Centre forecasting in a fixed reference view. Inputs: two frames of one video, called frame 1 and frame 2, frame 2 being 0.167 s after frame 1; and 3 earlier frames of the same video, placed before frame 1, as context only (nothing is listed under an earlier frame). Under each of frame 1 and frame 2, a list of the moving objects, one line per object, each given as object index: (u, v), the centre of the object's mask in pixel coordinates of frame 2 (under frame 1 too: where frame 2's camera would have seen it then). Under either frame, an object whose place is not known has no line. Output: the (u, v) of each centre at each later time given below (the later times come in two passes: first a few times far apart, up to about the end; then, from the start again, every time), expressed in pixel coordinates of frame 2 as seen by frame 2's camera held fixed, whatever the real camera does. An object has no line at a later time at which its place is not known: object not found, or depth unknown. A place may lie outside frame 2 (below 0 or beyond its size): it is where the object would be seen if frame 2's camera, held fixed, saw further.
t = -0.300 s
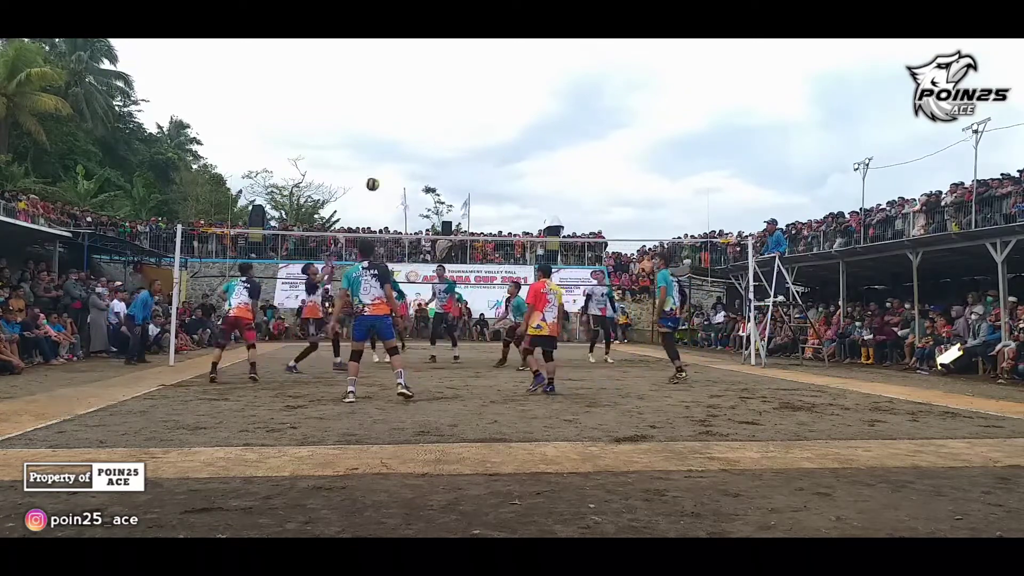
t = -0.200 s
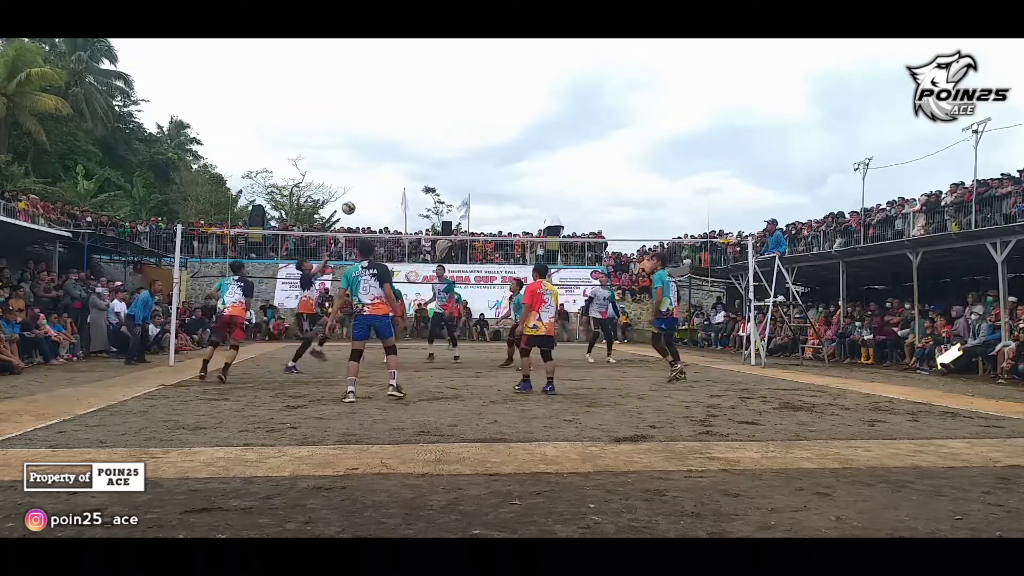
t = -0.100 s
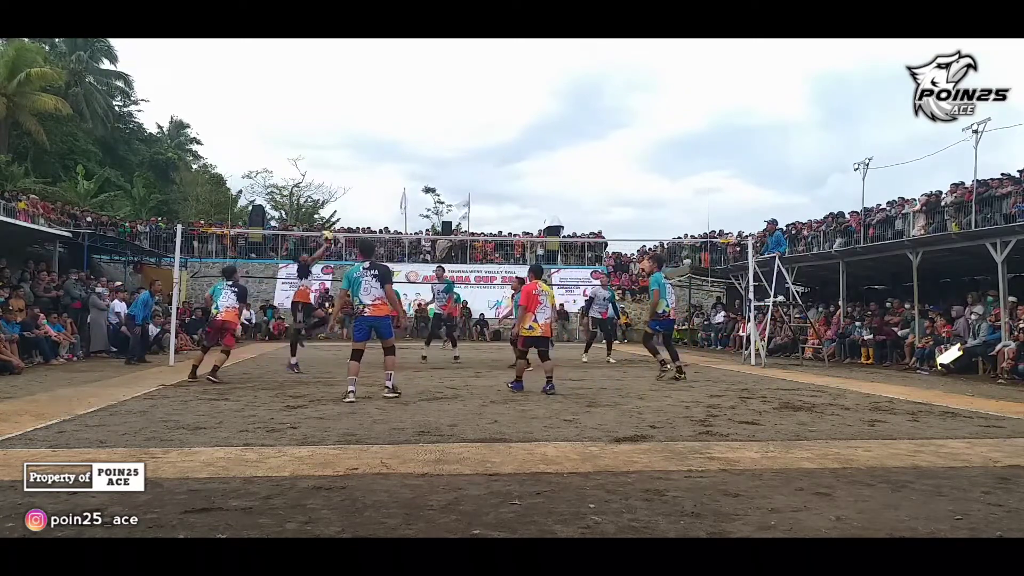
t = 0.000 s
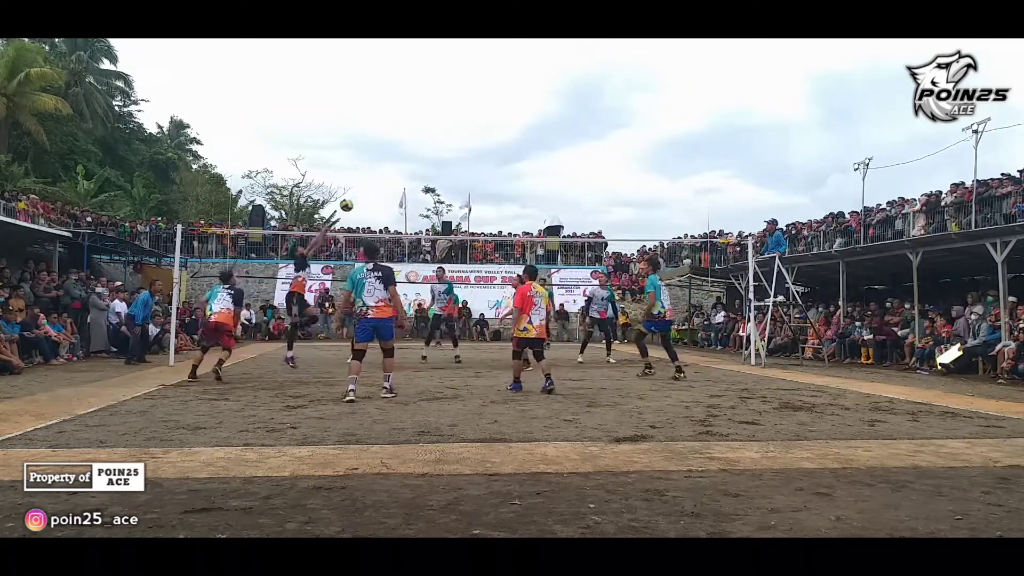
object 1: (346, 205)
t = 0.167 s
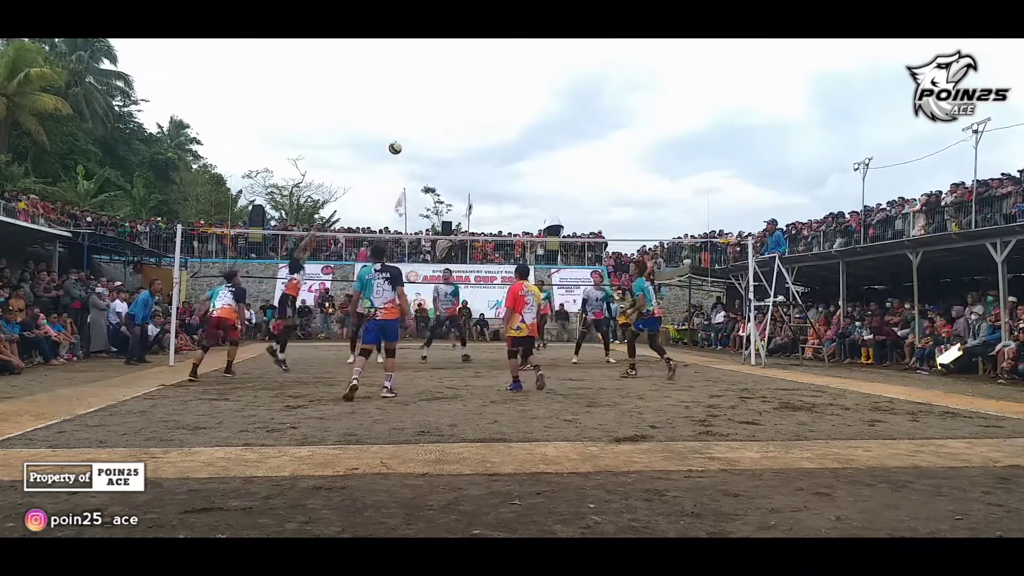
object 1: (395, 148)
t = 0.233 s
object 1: (414, 131)
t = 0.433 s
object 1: (467, 96)
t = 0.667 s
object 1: (524, 87)
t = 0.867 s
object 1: (570, 104)
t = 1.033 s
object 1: (606, 134)
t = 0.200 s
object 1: (404, 139)
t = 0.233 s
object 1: (414, 131)
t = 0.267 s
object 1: (423, 123)
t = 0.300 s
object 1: (432, 116)
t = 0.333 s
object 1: (441, 110)
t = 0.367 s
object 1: (450, 105)
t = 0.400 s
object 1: (458, 100)
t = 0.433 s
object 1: (467, 96)
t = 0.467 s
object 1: (476, 93)
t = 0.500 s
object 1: (484, 90)
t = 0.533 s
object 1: (492, 88)
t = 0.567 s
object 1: (500, 87)
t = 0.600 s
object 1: (509, 86)
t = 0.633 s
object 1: (517, 86)
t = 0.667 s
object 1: (524, 87)
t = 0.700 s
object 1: (532, 88)
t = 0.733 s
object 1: (540, 90)
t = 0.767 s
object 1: (548, 93)
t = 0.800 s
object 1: (555, 96)
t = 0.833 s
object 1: (563, 99)
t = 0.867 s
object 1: (570, 104)
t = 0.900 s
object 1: (577, 109)
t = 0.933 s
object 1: (585, 115)
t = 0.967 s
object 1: (592, 121)
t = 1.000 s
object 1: (599, 128)
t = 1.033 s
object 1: (606, 134)
